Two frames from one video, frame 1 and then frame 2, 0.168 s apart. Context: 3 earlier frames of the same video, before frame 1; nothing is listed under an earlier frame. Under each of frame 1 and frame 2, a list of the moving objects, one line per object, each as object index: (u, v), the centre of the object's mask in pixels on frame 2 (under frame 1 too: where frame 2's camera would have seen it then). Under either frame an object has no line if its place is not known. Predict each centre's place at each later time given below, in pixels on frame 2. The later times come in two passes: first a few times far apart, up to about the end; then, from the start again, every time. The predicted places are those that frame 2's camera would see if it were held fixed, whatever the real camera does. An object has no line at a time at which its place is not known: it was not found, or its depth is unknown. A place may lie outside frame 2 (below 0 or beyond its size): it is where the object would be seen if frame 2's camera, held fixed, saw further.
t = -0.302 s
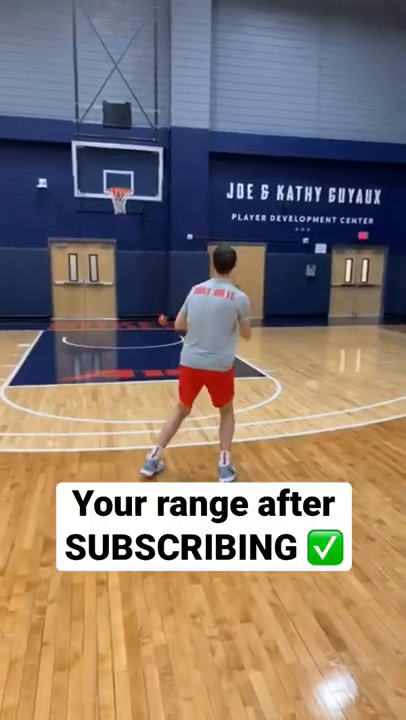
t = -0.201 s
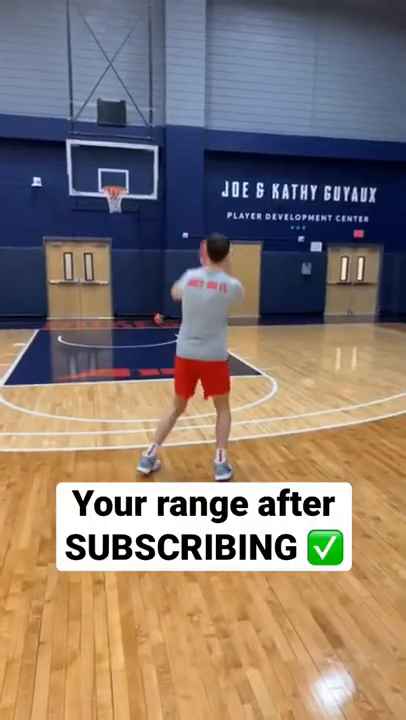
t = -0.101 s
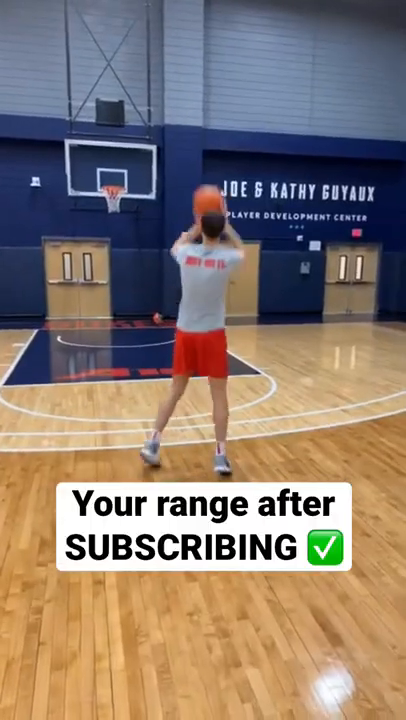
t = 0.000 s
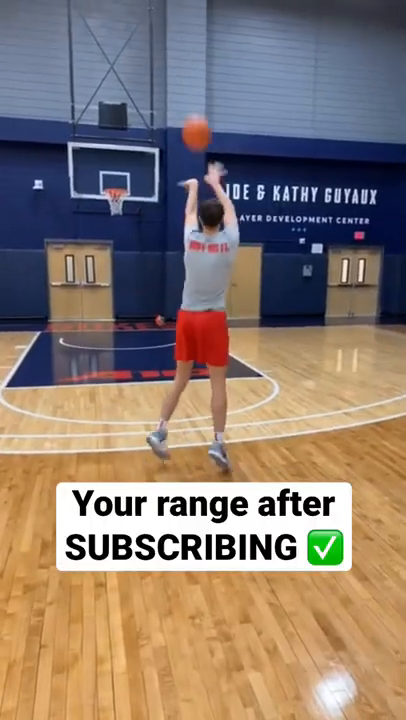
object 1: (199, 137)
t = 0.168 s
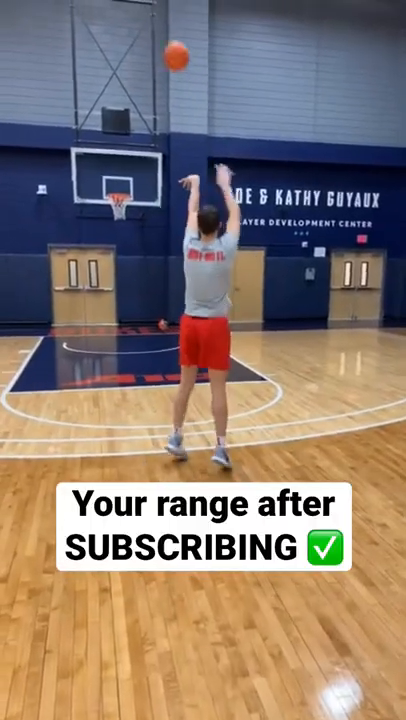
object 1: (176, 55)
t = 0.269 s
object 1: (166, 31)
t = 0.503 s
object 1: (147, 20)
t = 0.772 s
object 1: (133, 58)
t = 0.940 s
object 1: (127, 98)
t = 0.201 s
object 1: (173, 46)
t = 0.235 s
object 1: (168, 38)
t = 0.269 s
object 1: (166, 31)
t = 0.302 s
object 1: (162, 27)
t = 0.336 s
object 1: (159, 23)
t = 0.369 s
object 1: (156, 20)
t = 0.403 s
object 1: (153, 19)
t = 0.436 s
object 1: (151, 19)
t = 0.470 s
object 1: (149, 19)
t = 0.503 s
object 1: (147, 20)
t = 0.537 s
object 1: (145, 23)
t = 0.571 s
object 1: (143, 26)
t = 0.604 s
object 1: (141, 30)
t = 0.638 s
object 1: (140, 34)
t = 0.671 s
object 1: (138, 39)
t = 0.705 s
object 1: (136, 45)
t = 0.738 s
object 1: (134, 51)
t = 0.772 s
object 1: (133, 58)
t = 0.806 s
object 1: (132, 65)
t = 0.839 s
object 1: (131, 72)
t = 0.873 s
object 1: (129, 81)
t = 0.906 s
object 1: (128, 89)
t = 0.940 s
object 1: (127, 98)
